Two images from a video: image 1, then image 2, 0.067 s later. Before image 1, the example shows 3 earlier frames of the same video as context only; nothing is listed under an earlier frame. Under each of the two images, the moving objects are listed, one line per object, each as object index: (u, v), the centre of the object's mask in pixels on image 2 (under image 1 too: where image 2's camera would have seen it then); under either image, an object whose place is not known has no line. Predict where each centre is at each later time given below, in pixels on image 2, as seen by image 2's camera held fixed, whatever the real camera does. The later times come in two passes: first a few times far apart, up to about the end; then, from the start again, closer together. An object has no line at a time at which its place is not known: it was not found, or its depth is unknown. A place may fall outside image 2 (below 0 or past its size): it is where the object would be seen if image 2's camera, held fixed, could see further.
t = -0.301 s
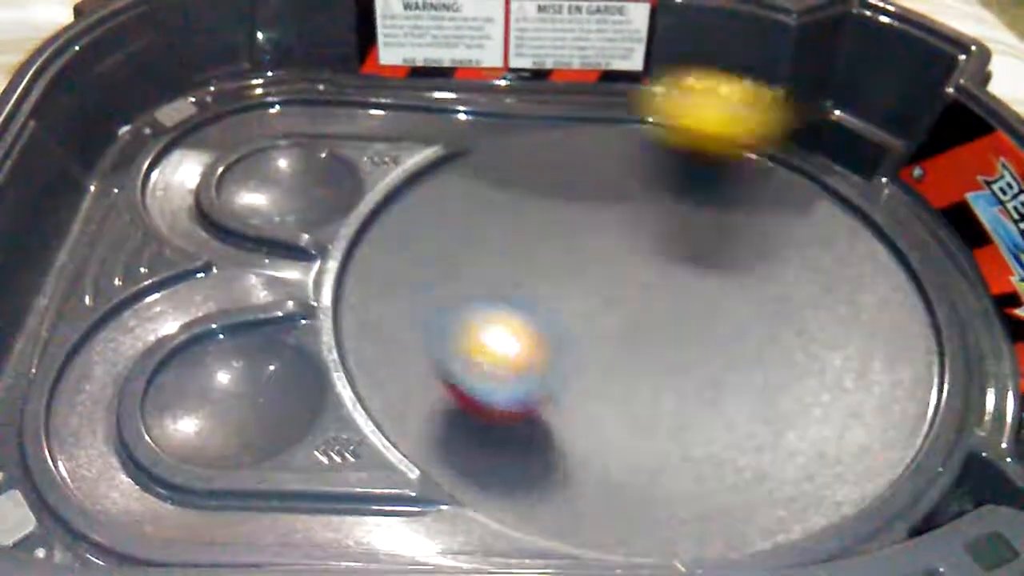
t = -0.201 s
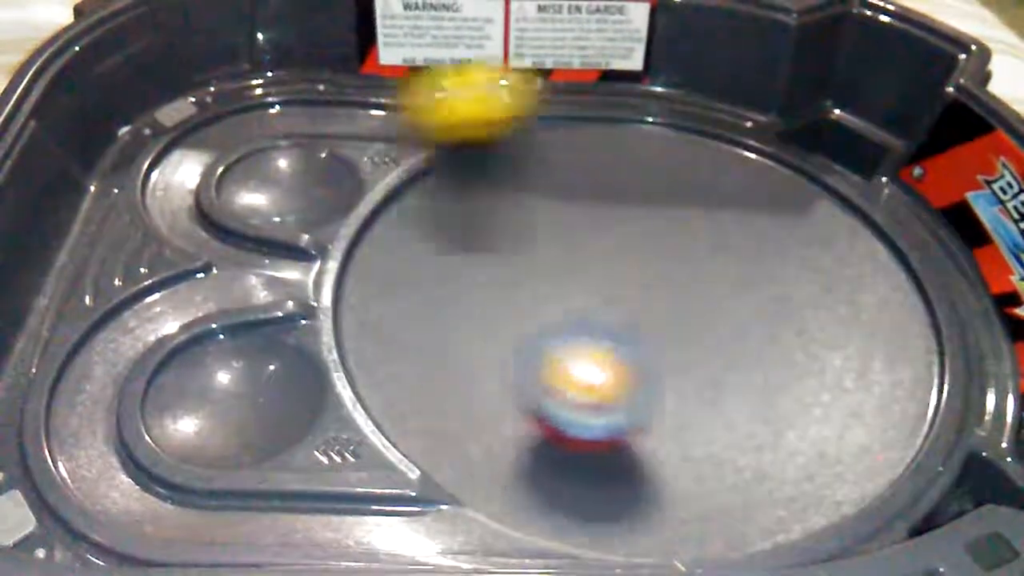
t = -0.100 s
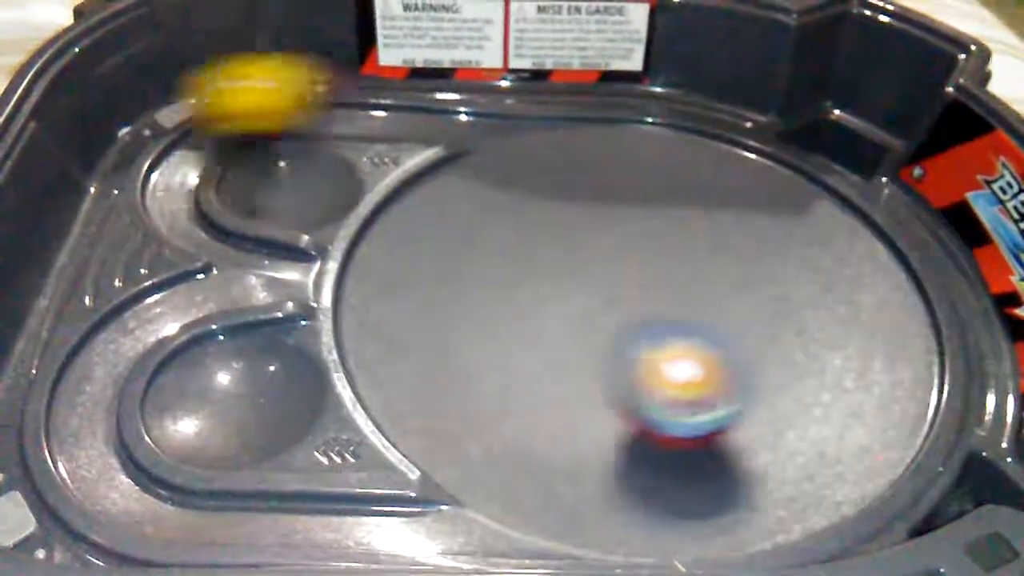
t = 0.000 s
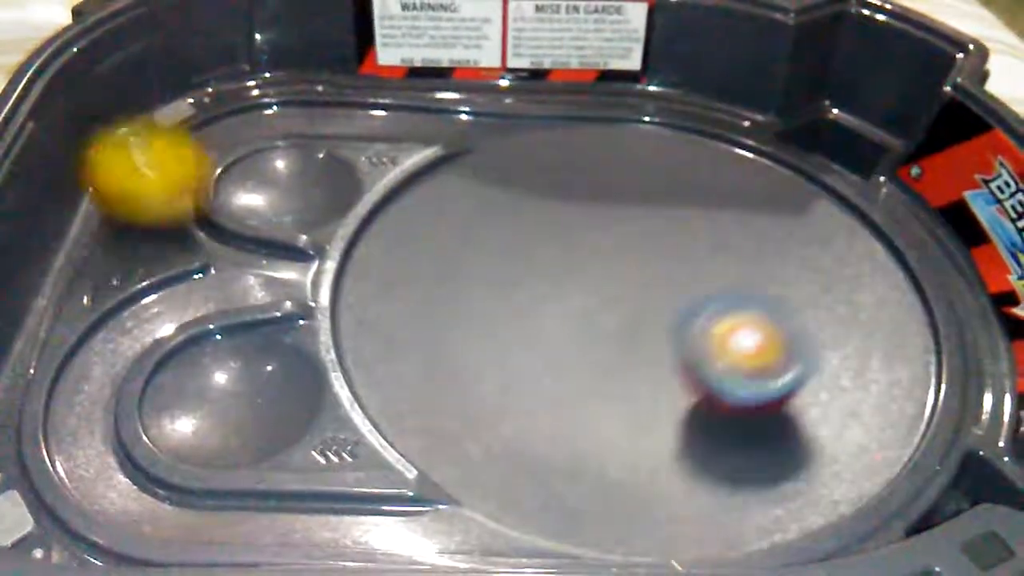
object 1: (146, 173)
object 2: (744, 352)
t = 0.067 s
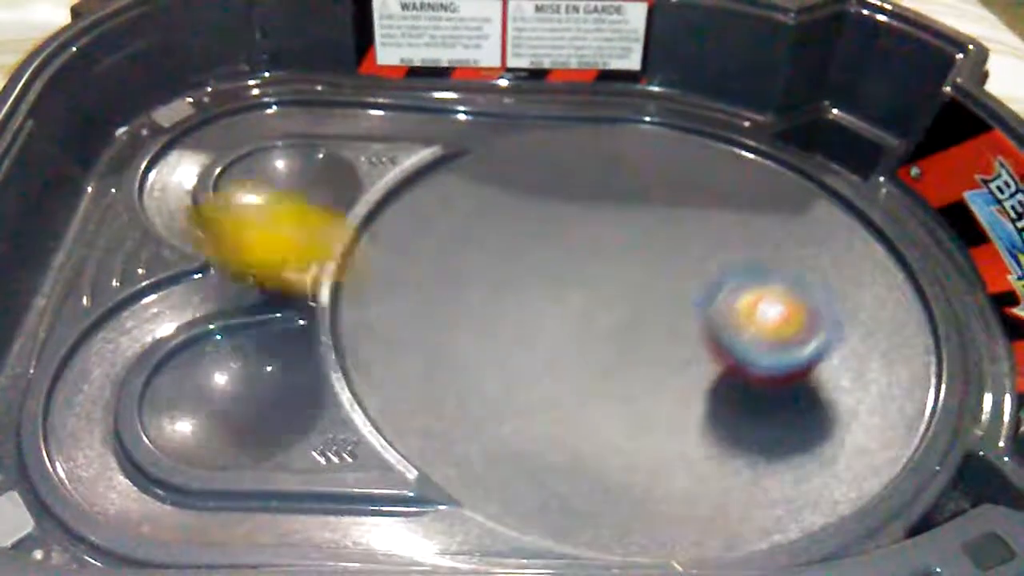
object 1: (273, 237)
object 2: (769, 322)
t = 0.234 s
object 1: (727, 420)
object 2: (758, 248)
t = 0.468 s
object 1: (867, 221)
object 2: (629, 196)
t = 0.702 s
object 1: (485, 120)
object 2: (510, 259)
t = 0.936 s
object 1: (549, 492)
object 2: (595, 369)
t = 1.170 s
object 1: (854, 402)
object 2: (756, 266)
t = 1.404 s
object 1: (555, 283)
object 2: (725, 155)
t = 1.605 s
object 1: (413, 362)
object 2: (655, 112)
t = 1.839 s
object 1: (632, 433)
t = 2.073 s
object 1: (609, 385)
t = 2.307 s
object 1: (619, 398)
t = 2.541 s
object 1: (600, 389)
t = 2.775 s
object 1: (565, 340)
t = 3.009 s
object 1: (539, 338)
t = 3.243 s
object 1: (558, 324)
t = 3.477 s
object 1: (563, 299)
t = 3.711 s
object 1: (543, 280)
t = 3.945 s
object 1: (539, 297)
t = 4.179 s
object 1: (587, 301)
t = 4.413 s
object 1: (588, 276)
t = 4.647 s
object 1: (579, 269)
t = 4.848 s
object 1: (587, 279)
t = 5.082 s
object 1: (611, 272)
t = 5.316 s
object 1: (623, 266)
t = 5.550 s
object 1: (633, 280)
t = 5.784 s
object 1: (645, 307)
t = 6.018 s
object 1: (651, 325)
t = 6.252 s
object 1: (639, 331)
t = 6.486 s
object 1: (607, 328)
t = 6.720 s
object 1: (576, 320)
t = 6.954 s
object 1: (564, 310)
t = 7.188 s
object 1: (567, 296)
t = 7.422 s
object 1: (583, 283)
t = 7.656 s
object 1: (608, 279)
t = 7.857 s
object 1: (629, 279)
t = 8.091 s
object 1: (645, 289)
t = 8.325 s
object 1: (656, 305)
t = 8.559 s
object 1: (658, 318)
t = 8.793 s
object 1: (632, 327)
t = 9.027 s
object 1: (598, 333)
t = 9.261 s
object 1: (577, 329)
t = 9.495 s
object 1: (558, 311)
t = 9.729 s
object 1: (560, 290)
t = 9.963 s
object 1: (577, 273)
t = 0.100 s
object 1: (361, 283)
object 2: (775, 308)
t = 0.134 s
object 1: (451, 332)
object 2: (777, 291)
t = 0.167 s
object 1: (543, 367)
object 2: (774, 278)
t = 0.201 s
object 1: (635, 397)
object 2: (771, 265)
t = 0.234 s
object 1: (727, 420)
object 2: (758, 248)
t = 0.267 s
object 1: (817, 430)
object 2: (749, 230)
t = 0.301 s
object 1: (902, 423)
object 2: (732, 222)
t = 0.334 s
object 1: (915, 384)
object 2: (713, 213)
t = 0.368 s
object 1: (919, 350)
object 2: (693, 205)
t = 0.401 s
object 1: (915, 305)
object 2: (671, 199)
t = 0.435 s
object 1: (896, 261)
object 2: (650, 197)
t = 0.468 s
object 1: (867, 221)
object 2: (629, 196)
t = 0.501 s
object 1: (829, 186)
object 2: (608, 198)
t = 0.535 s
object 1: (781, 157)
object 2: (587, 203)
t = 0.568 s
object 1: (729, 136)
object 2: (566, 207)
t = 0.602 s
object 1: (672, 123)
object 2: (548, 218)
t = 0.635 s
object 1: (609, 115)
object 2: (533, 229)
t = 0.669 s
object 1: (547, 115)
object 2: (519, 243)
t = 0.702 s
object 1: (485, 120)
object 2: (510, 259)
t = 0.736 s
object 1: (427, 140)
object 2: (504, 274)
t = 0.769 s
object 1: (380, 180)
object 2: (500, 290)
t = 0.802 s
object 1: (349, 237)
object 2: (500, 310)
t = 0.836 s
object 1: (351, 306)
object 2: (504, 328)
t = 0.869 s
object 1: (393, 380)
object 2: (522, 345)
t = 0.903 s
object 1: (470, 443)
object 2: (560, 357)
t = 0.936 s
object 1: (549, 492)
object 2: (595, 369)
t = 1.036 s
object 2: (695, 342)
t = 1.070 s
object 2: (721, 319)
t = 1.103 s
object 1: (844, 457)
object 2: (739, 296)
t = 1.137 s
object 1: (858, 432)
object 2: (752, 279)
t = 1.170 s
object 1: (854, 402)
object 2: (756, 266)
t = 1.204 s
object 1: (834, 370)
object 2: (756, 250)
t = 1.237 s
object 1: (800, 341)
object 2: (758, 233)
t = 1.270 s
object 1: (764, 315)
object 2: (750, 219)
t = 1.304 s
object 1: (722, 295)
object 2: (743, 204)
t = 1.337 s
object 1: (670, 286)
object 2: (736, 187)
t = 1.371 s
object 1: (611, 282)
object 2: (732, 171)
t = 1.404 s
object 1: (555, 283)
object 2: (725, 155)
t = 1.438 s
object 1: (503, 286)
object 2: (717, 143)
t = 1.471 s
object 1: (450, 292)
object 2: (706, 134)
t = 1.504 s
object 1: (399, 304)
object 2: (695, 125)
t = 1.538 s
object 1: (359, 318)
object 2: (685, 119)
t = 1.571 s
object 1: (374, 334)
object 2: (671, 114)
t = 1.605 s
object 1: (413, 362)
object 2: (655, 112)
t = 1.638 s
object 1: (457, 380)
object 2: (639, 113)
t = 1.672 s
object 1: (495, 396)
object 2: (622, 117)
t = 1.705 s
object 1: (533, 409)
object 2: (606, 125)
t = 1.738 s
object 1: (567, 420)
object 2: (592, 134)
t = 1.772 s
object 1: (594, 429)
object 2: (581, 148)
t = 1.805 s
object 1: (616, 434)
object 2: (570, 162)
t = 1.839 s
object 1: (632, 433)
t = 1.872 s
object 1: (644, 428)
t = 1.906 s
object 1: (650, 419)
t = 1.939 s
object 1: (650, 405)
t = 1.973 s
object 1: (640, 388)
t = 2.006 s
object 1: (629, 372)
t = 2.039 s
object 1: (617, 373)
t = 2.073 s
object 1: (609, 385)
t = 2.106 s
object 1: (603, 394)
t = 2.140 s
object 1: (602, 402)
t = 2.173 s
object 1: (603, 407)
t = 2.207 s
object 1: (607, 410)
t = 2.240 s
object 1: (613, 410)
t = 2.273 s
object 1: (617, 405)
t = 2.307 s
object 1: (619, 398)
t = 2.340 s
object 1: (617, 388)
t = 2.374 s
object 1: (612, 385)
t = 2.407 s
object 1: (608, 390)
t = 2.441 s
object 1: (604, 393)
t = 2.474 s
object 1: (602, 394)
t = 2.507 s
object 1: (601, 392)
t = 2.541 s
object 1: (600, 389)
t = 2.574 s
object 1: (599, 385)
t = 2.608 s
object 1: (596, 379)
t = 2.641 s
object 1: (592, 372)
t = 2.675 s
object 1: (588, 364)
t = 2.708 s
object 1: (580, 356)
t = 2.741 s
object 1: (573, 348)
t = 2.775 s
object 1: (565, 340)
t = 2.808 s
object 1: (556, 334)
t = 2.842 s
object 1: (549, 332)
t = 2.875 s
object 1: (542, 334)
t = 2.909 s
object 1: (538, 335)
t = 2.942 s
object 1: (537, 337)
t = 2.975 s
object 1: (537, 338)
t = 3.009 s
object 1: (539, 338)
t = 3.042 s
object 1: (541, 338)
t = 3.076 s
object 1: (546, 337)
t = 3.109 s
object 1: (550, 335)
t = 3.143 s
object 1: (553, 332)
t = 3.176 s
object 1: (555, 329)
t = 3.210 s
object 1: (556, 326)
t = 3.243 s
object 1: (558, 324)
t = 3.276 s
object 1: (559, 321)
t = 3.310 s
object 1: (560, 318)
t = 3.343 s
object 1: (562, 315)
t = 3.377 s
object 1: (562, 311)
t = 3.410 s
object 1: (563, 307)
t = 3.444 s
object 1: (563, 303)
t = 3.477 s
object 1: (563, 299)
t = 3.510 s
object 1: (563, 295)
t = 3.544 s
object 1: (562, 290)
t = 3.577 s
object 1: (562, 286)
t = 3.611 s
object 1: (561, 284)
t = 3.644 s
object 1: (560, 282)
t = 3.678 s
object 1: (552, 281)
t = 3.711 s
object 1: (543, 280)
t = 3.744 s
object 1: (536, 280)
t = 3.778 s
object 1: (532, 282)
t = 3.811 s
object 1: (530, 285)
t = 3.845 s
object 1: (531, 289)
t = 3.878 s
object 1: (532, 291)
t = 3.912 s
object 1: (534, 294)
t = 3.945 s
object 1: (539, 297)
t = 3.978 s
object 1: (545, 299)
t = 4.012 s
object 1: (551, 302)
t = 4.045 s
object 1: (558, 303)
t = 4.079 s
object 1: (566, 303)
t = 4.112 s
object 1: (573, 303)
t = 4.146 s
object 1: (581, 302)
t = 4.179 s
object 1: (587, 301)
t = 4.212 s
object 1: (593, 298)
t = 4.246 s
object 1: (600, 296)
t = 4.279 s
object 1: (603, 294)
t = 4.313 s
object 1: (597, 287)
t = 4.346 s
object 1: (593, 282)
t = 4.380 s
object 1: (590, 279)
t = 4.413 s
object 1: (588, 276)
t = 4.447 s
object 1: (586, 273)
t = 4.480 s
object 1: (584, 272)
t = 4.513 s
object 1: (582, 270)
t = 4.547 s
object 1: (581, 269)
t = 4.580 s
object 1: (579, 269)
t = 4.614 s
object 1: (579, 269)
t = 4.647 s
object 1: (579, 269)
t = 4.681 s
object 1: (579, 271)
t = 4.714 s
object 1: (580, 272)
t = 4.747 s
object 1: (581, 273)
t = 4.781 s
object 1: (583, 275)
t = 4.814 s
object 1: (585, 277)
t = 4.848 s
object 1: (587, 279)
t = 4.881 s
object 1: (590, 281)
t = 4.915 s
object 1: (593, 284)
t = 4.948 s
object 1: (596, 285)
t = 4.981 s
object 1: (600, 281)
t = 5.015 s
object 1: (604, 278)
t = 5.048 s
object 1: (608, 275)
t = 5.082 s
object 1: (611, 272)
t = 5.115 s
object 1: (614, 270)
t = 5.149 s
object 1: (616, 268)
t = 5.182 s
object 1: (618, 267)
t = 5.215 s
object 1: (620, 266)
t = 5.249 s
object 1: (621, 265)
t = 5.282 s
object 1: (622, 266)
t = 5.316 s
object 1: (623, 266)
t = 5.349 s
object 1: (625, 267)
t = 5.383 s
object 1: (625, 268)
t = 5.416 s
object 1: (627, 270)
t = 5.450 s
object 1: (628, 272)
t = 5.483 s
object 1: (630, 274)
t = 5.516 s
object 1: (631, 276)
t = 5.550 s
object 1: (633, 280)
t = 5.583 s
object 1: (634, 283)
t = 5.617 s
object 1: (636, 287)
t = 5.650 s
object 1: (638, 290)
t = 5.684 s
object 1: (640, 295)
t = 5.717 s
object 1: (642, 300)
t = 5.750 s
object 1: (643, 303)
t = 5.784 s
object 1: (645, 307)
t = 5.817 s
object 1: (647, 311)
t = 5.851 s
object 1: (649, 313)
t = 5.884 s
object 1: (650, 316)
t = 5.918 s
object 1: (651, 319)
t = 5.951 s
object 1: (651, 321)
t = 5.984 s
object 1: (651, 323)
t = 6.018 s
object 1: (651, 325)
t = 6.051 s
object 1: (651, 327)
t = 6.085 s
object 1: (650, 329)
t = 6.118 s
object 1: (649, 330)
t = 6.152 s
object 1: (647, 332)
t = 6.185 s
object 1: (645, 332)
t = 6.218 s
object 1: (643, 332)
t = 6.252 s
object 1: (639, 331)
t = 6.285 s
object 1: (636, 331)
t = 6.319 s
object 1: (633, 331)
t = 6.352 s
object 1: (628, 330)
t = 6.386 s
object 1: (622, 330)
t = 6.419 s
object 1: (617, 329)
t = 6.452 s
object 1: (612, 329)
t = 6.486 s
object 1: (607, 328)
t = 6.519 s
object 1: (603, 328)
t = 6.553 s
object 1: (597, 327)
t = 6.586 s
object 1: (592, 326)
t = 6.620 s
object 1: (588, 325)
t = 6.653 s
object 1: (584, 323)
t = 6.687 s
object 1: (580, 322)
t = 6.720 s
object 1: (576, 320)
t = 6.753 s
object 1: (573, 320)
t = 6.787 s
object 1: (570, 318)
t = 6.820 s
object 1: (568, 317)
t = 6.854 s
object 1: (565, 316)
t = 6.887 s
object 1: (565, 314)
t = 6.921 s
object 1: (564, 313)
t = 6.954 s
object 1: (564, 310)
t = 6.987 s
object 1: (564, 309)
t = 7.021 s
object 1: (563, 306)
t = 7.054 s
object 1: (564, 305)
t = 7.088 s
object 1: (564, 303)
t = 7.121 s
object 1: (565, 301)
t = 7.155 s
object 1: (567, 299)
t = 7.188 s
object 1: (567, 296)
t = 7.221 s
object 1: (569, 294)
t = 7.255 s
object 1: (570, 293)
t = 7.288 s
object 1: (572, 290)
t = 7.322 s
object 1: (574, 289)
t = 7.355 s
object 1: (577, 286)
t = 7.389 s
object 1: (581, 285)
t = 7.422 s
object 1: (583, 283)
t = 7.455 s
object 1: (585, 283)
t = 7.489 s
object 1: (588, 282)
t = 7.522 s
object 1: (591, 281)
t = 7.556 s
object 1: (595, 280)
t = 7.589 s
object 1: (599, 280)
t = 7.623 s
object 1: (603, 280)
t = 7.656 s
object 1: (608, 279)
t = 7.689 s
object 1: (611, 280)
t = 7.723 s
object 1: (615, 279)
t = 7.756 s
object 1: (619, 279)
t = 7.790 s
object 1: (623, 279)
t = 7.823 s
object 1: (626, 279)
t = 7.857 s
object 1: (629, 279)
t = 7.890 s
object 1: (632, 281)
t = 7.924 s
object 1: (635, 282)
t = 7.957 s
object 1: (638, 283)
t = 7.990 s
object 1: (640, 284)
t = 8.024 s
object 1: (642, 286)
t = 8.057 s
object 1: (644, 288)
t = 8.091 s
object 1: (645, 289)
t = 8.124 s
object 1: (647, 291)
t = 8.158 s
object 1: (648, 293)
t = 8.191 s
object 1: (648, 294)
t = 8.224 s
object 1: (649, 296)
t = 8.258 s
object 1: (652, 300)
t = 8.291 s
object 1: (654, 302)
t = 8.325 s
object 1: (656, 305)
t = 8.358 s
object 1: (658, 307)
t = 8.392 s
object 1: (660, 309)
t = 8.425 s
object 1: (660, 311)
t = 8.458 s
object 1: (660, 313)
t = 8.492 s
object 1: (659, 315)
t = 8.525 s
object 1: (659, 316)
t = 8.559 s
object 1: (658, 318)
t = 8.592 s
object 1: (654, 319)
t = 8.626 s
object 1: (651, 321)
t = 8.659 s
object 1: (648, 323)
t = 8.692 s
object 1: (645, 324)
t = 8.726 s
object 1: (641, 326)
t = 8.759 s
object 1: (636, 327)
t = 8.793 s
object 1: (632, 327)
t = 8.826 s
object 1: (628, 328)
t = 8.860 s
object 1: (624, 328)
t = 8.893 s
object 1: (618, 329)
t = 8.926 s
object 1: (613, 331)
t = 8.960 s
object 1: (608, 332)
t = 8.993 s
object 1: (603, 332)
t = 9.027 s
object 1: (598, 333)
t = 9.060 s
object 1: (594, 334)
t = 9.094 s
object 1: (590, 334)
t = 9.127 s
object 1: (588, 333)
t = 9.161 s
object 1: (585, 333)
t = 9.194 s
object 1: (582, 332)
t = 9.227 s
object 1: (579, 331)
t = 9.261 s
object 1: (577, 329)
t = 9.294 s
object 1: (573, 328)
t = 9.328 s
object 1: (569, 325)
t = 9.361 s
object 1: (566, 322)
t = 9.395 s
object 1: (563, 319)
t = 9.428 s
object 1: (561, 317)
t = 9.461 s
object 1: (560, 314)
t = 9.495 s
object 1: (558, 311)
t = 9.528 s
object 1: (558, 308)
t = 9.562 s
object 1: (558, 306)
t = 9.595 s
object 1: (558, 303)
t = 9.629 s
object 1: (557, 299)
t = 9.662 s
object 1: (558, 295)
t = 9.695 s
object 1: (559, 292)
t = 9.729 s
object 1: (560, 290)
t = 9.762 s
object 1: (561, 287)
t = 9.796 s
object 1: (562, 285)
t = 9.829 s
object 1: (565, 282)
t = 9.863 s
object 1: (567, 280)
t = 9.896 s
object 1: (571, 278)
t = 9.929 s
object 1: (574, 276)
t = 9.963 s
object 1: (577, 273)
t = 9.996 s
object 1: (580, 269)
